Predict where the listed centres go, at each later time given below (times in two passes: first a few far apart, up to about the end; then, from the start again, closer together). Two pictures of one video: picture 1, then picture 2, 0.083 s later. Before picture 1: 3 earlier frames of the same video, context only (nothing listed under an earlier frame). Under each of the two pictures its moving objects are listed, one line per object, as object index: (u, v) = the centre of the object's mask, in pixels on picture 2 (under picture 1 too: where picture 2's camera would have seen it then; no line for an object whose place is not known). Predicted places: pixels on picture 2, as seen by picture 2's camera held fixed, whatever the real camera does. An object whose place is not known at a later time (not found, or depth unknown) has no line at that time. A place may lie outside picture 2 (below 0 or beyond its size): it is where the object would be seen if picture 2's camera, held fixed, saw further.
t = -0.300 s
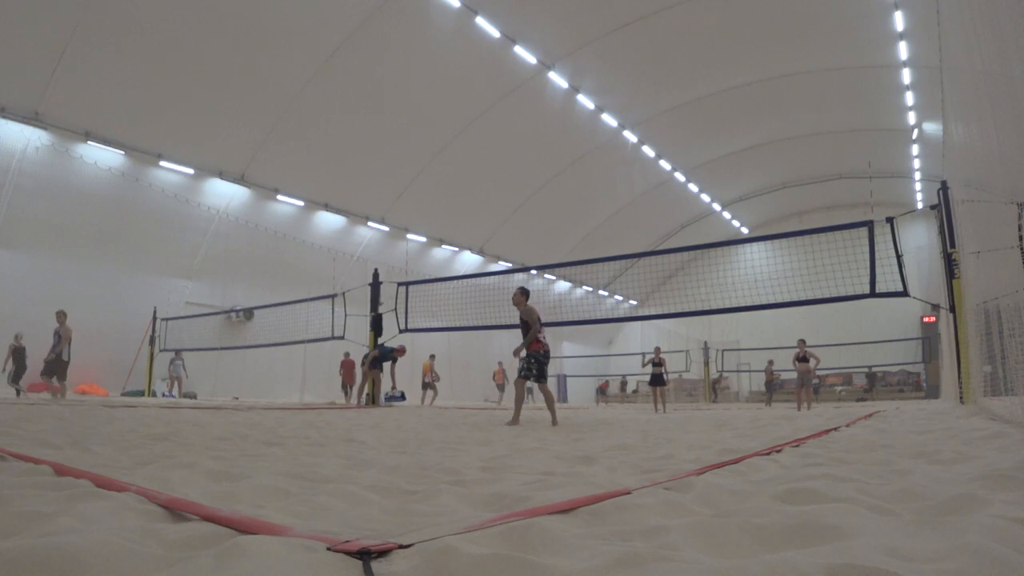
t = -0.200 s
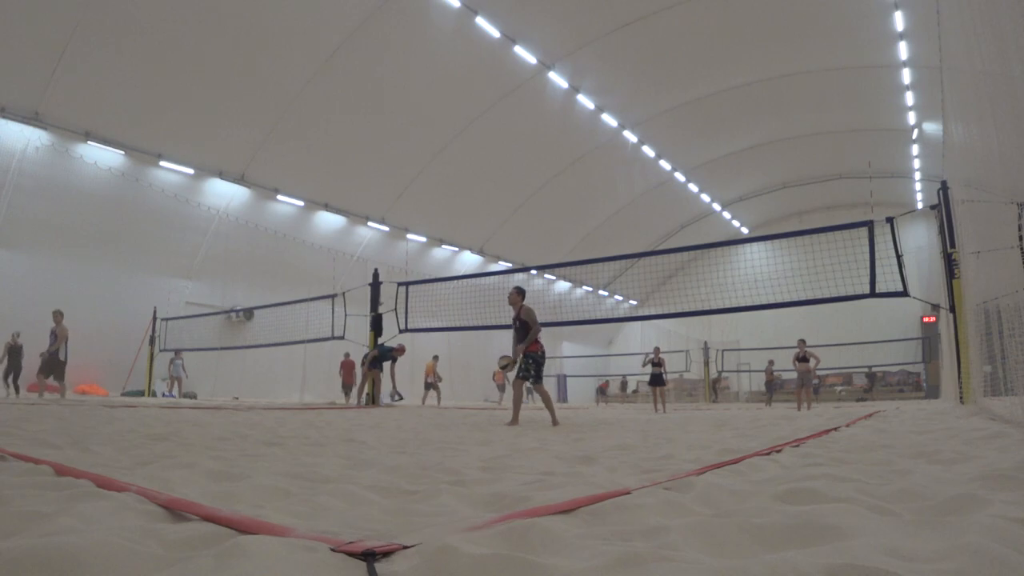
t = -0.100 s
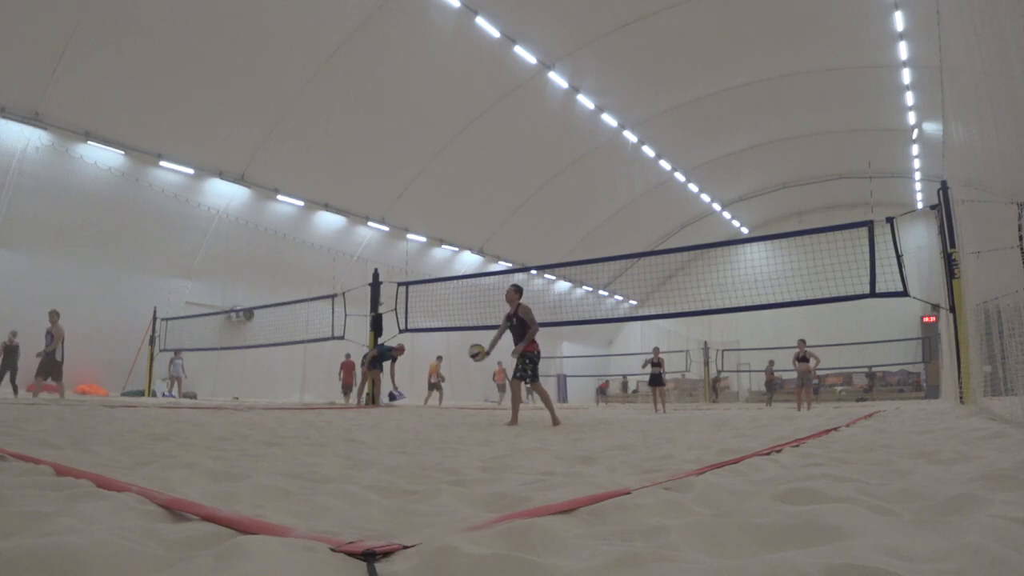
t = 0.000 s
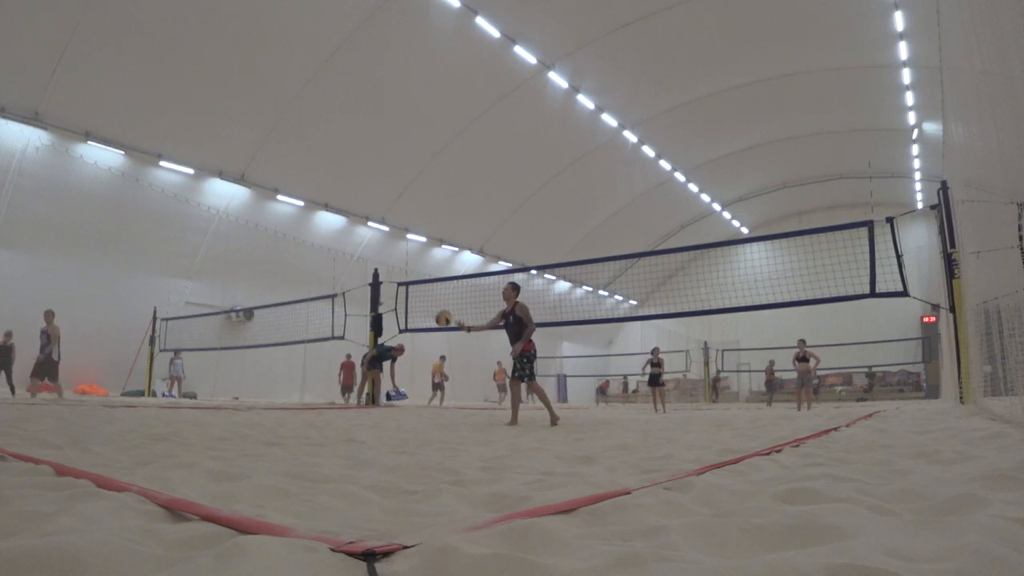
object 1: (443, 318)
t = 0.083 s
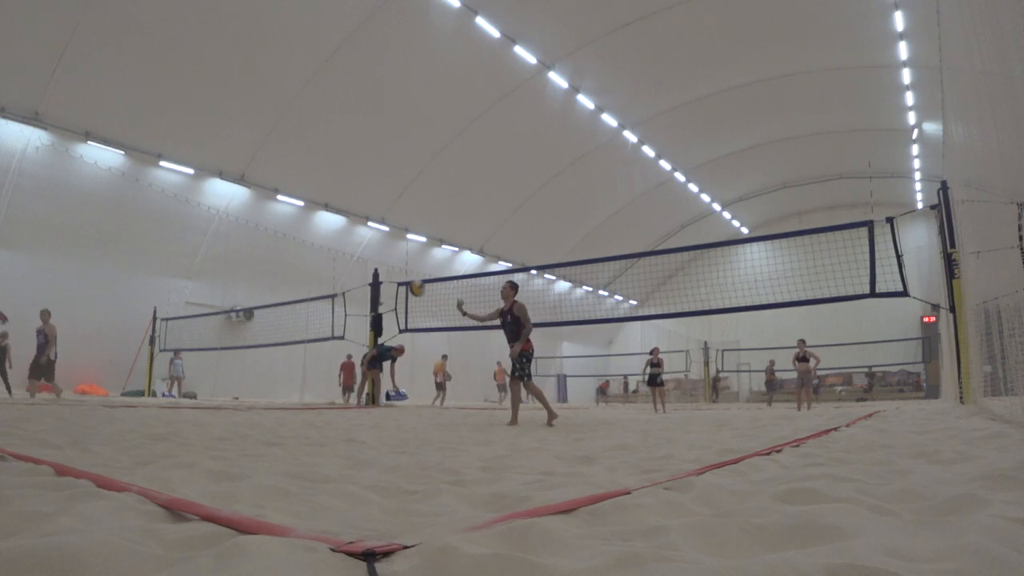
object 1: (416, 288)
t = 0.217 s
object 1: (371, 247)
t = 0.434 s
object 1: (291, 211)
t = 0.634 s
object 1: (206, 212)
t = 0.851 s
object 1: (101, 260)
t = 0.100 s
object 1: (411, 282)
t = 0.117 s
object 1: (404, 276)
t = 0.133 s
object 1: (399, 271)
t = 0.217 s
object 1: (371, 247)
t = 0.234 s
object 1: (365, 243)
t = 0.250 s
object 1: (359, 239)
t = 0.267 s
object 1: (353, 236)
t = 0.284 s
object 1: (347, 232)
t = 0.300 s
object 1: (341, 228)
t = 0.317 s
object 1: (336, 226)
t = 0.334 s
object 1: (330, 223)
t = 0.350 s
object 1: (323, 220)
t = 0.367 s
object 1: (317, 219)
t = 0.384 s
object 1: (310, 216)
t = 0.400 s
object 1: (304, 214)
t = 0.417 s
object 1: (297, 213)
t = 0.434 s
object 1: (291, 211)
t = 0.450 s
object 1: (285, 211)
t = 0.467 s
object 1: (278, 209)
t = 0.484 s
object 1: (271, 207)
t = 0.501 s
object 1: (264, 207)
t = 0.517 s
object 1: (257, 207)
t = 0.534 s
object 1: (250, 207)
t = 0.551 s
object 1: (243, 207)
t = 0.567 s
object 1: (236, 208)
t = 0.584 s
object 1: (229, 208)
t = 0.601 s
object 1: (221, 210)
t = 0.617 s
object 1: (214, 211)
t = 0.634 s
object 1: (206, 212)
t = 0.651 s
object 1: (199, 214)
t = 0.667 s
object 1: (191, 216)
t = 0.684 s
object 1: (184, 218)
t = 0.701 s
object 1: (176, 221)
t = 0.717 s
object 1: (168, 224)
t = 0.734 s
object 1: (160, 228)
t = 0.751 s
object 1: (152, 231)
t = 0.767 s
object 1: (144, 235)
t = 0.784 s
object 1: (136, 239)
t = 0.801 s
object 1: (127, 244)
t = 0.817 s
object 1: (118, 249)
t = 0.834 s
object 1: (110, 254)
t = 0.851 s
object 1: (101, 260)
